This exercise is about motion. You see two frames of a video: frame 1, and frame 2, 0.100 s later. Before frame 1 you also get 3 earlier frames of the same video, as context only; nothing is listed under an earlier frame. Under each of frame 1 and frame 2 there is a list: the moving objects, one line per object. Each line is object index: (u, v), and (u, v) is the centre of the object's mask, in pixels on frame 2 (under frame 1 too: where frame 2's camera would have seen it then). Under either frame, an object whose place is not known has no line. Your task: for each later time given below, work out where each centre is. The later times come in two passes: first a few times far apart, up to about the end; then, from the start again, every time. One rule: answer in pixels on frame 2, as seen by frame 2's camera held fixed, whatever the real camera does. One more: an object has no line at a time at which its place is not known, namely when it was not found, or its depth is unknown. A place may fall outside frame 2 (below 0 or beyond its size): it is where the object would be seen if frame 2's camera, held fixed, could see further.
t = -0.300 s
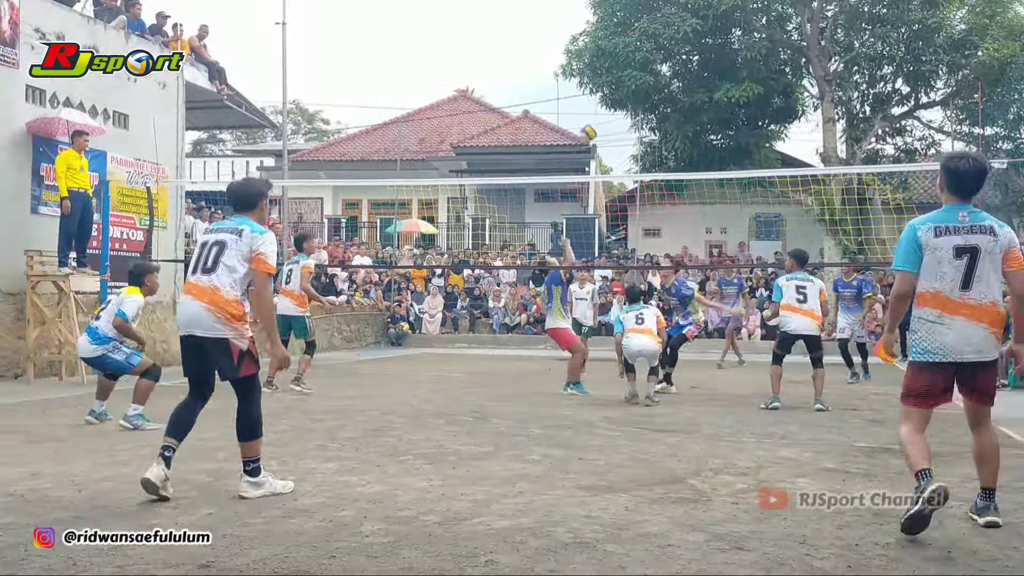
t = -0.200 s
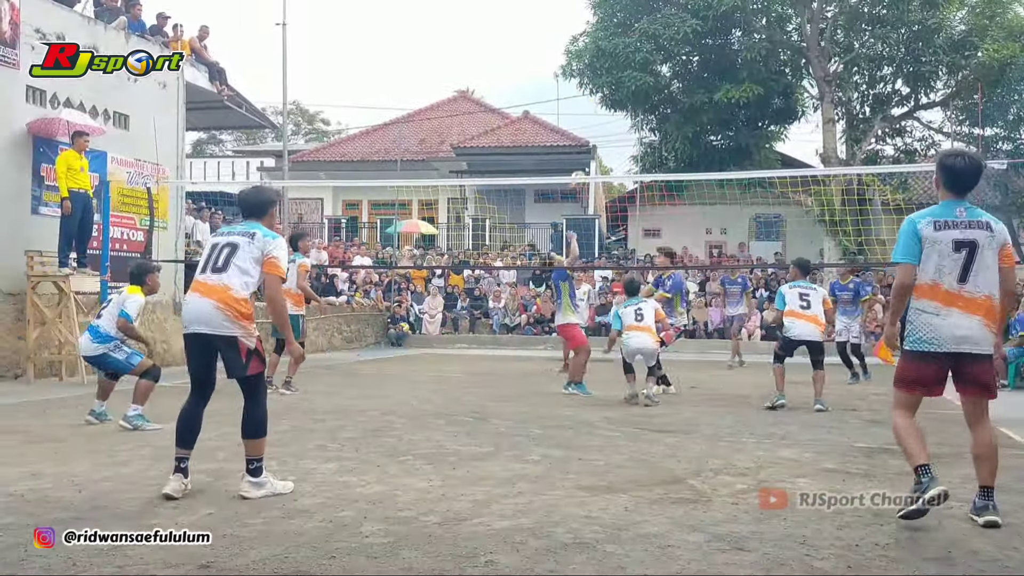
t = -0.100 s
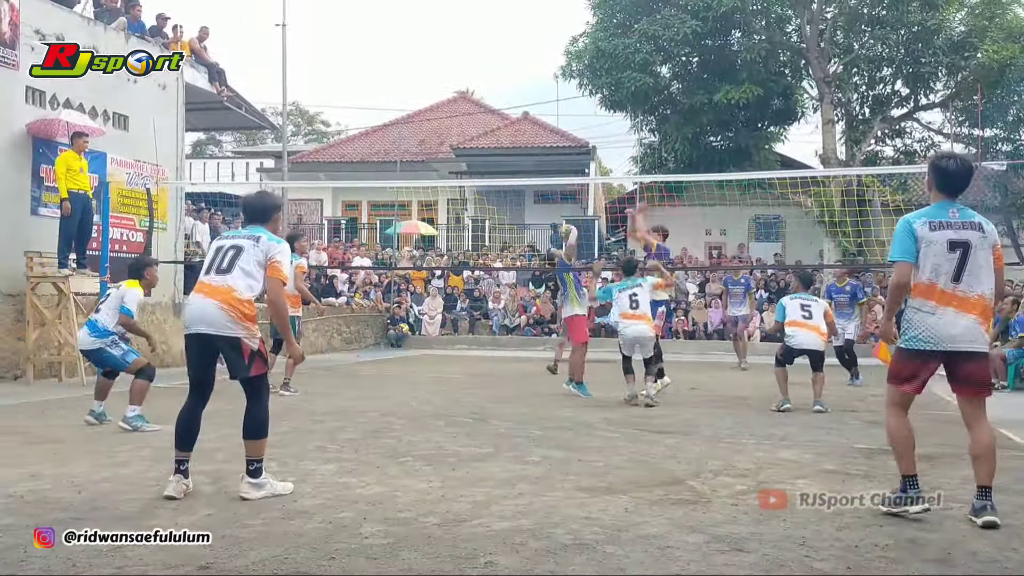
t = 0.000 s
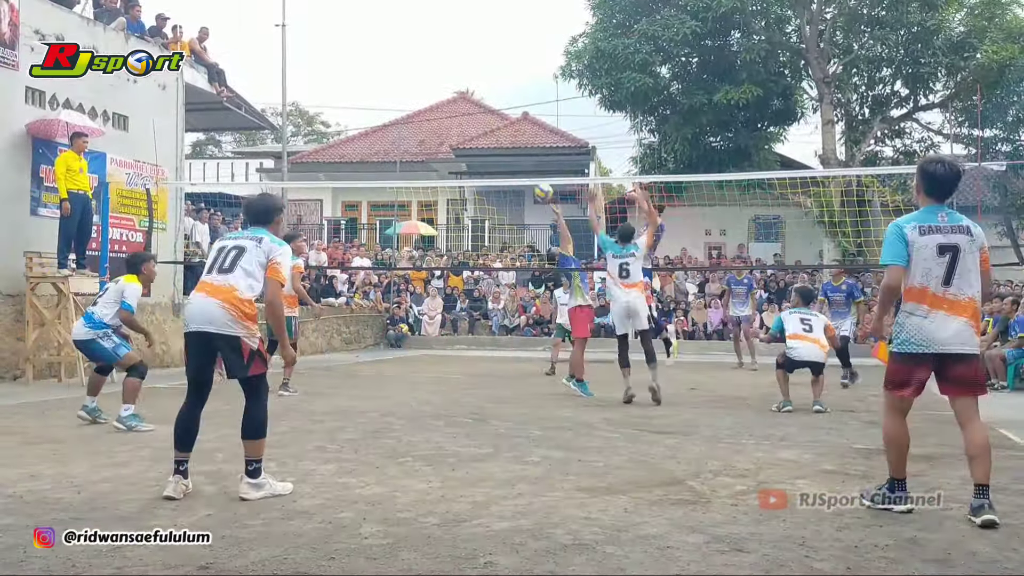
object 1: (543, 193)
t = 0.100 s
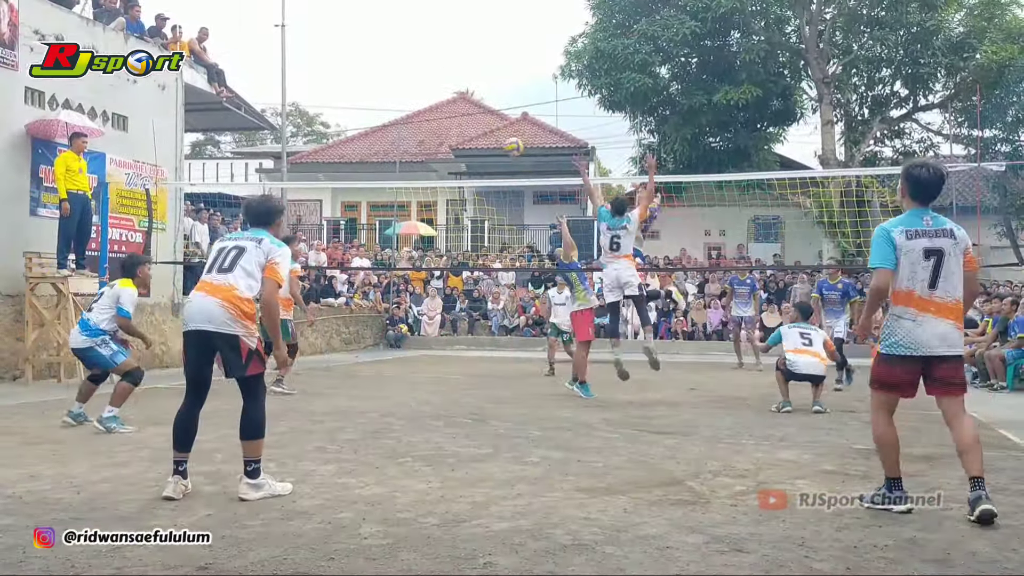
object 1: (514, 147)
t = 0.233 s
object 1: (474, 99)
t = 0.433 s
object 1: (423, 59)
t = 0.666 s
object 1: (363, 54)
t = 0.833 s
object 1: (324, 77)
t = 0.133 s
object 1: (503, 131)
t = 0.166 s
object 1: (494, 119)
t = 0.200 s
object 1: (485, 110)
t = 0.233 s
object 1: (474, 99)
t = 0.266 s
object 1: (468, 90)
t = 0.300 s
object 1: (459, 83)
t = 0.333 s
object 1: (450, 75)
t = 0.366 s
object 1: (441, 69)
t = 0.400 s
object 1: (432, 63)
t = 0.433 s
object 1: (423, 59)
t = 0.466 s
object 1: (414, 55)
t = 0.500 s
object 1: (405, 53)
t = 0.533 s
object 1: (397, 51)
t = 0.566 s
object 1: (389, 50)
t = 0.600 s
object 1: (380, 50)
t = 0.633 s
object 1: (371, 52)
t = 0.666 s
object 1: (363, 54)
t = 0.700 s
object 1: (355, 57)
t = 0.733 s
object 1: (347, 60)
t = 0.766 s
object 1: (339, 64)
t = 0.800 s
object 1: (331, 71)
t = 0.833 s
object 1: (324, 77)
